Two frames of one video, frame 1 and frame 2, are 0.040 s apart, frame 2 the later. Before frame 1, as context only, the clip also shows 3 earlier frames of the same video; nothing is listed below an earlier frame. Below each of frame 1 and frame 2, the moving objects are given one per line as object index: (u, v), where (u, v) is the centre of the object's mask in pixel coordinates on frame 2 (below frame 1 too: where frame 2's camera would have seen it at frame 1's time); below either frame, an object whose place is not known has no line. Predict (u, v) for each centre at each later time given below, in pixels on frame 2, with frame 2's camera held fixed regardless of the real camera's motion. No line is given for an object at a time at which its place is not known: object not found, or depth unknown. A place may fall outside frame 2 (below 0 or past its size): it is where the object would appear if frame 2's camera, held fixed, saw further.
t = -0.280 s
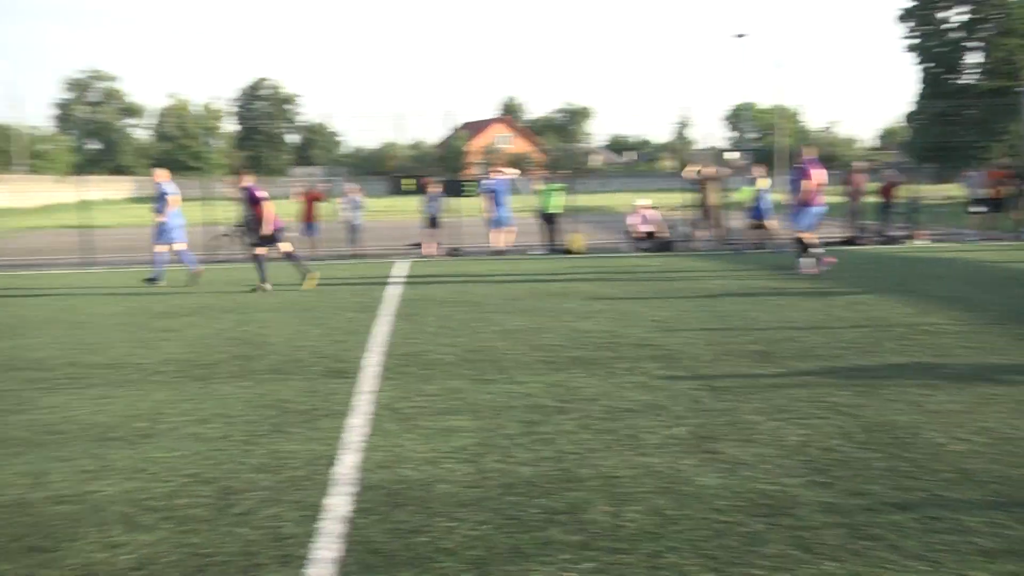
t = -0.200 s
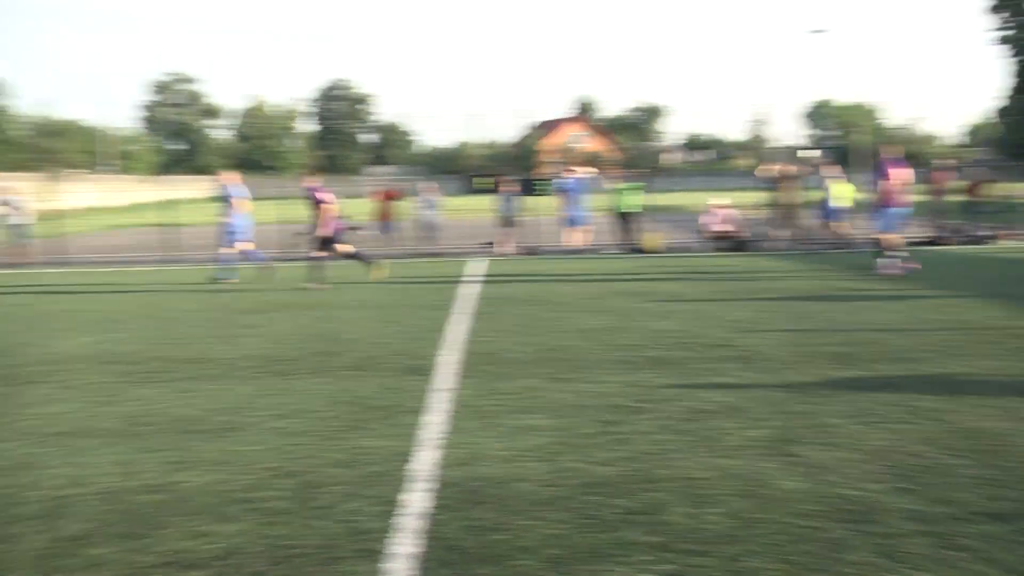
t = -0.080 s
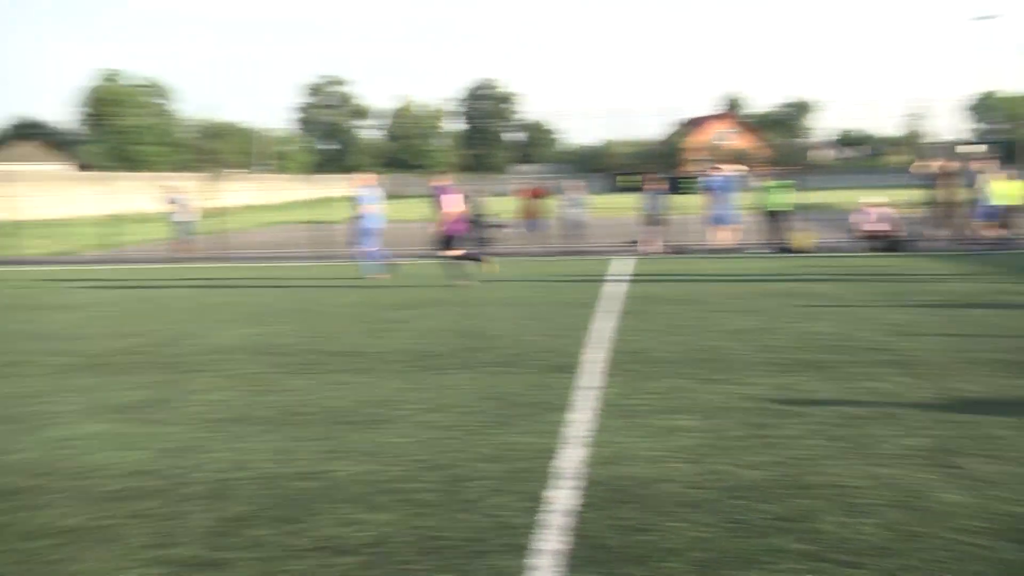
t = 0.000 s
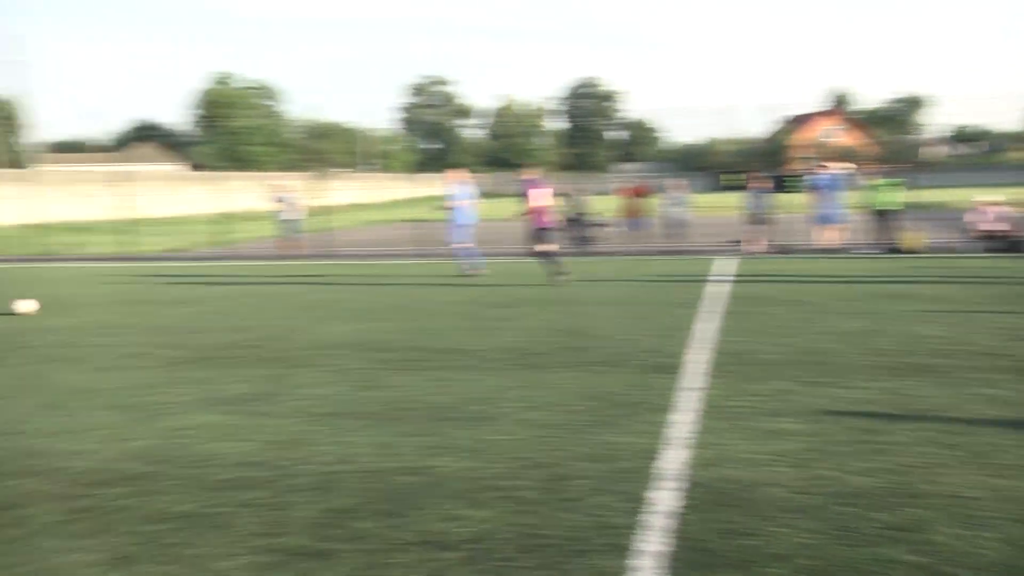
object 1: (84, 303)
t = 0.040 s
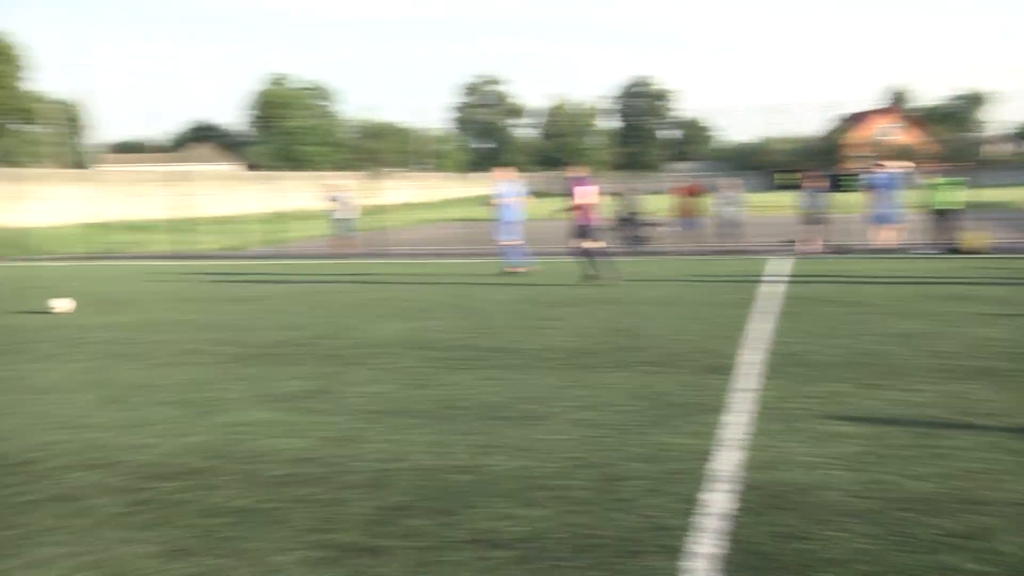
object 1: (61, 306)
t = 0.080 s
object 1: (39, 306)
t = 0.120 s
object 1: (16, 308)
